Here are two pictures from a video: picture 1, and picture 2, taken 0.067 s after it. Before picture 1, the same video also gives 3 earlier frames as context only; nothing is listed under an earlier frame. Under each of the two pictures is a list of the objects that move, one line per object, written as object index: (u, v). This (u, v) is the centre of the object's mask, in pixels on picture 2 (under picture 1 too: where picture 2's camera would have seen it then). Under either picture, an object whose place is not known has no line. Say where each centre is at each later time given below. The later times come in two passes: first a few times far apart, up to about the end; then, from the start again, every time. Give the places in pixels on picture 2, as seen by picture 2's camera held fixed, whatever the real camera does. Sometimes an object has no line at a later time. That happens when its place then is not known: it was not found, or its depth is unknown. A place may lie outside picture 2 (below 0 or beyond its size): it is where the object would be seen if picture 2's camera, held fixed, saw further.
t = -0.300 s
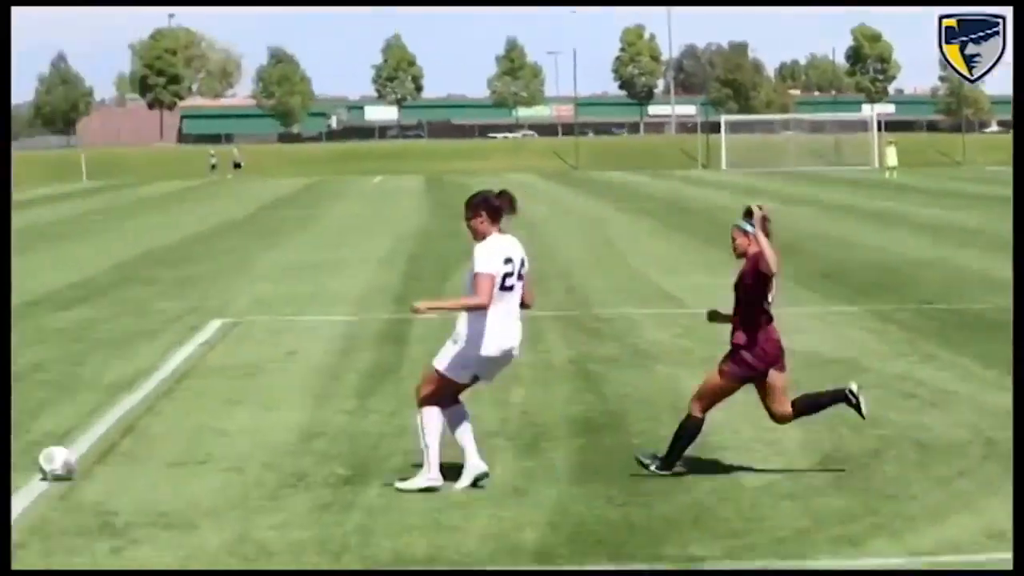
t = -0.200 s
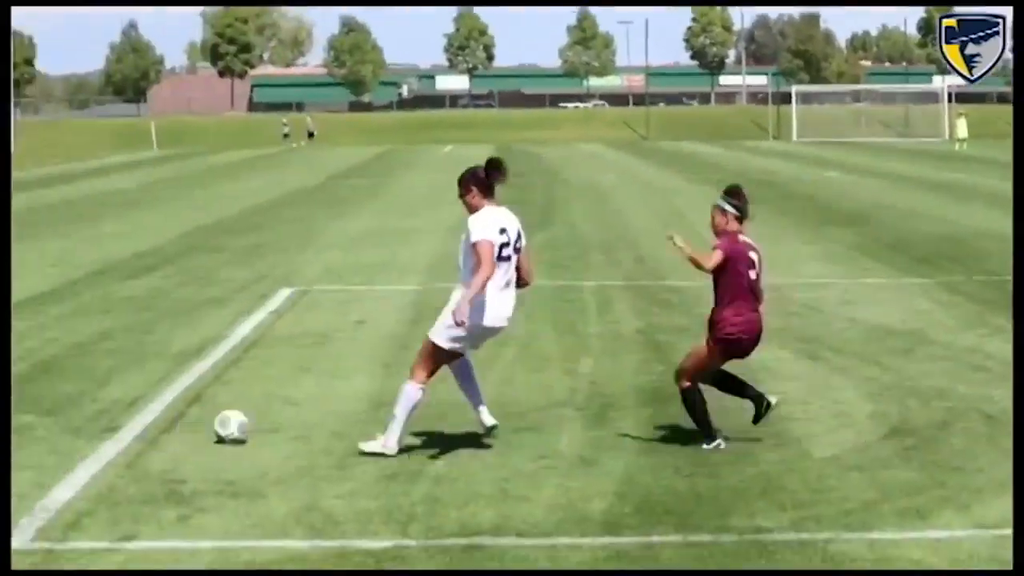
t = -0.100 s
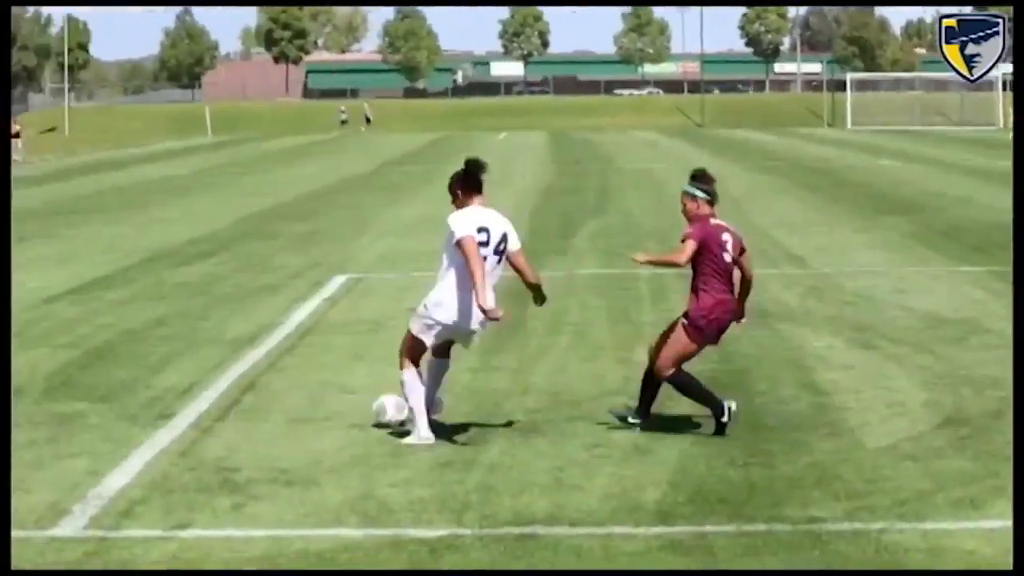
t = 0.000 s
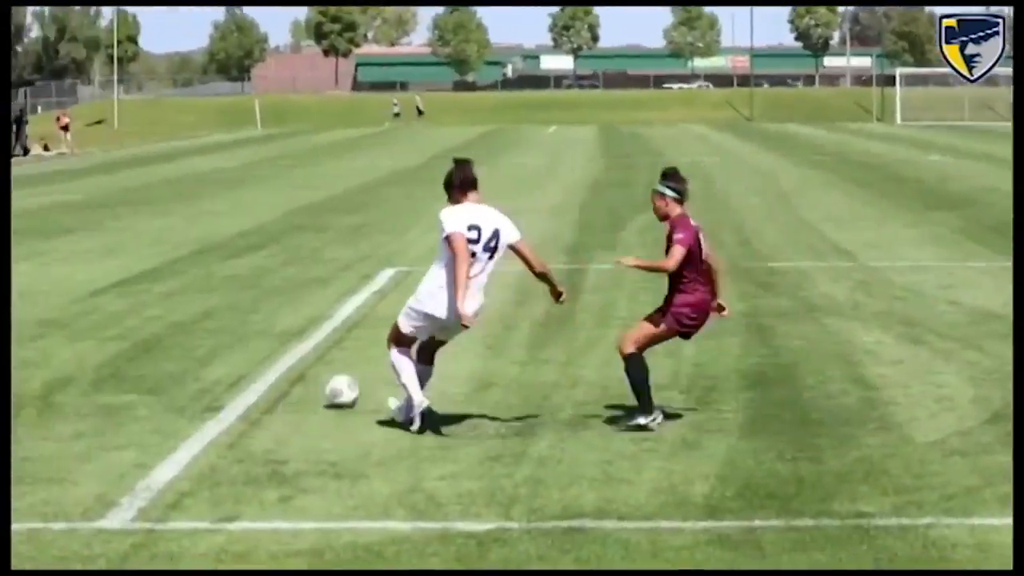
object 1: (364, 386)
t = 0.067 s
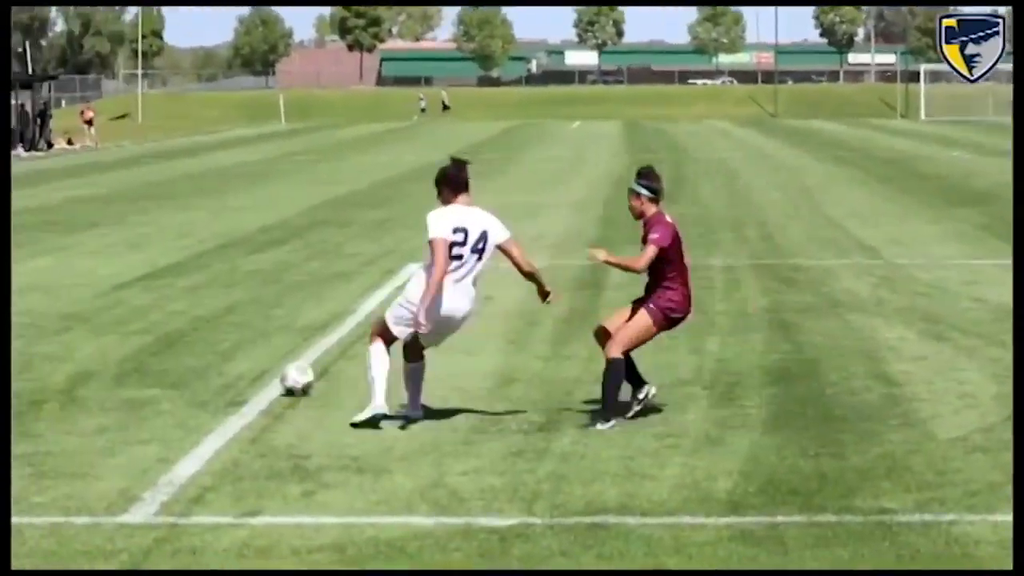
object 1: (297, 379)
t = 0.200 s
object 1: (180, 370)
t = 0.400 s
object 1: (52, 356)
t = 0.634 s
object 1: (-67, 344)
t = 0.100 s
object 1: (265, 377)
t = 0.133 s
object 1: (233, 375)
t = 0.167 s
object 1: (206, 374)
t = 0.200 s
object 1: (180, 370)
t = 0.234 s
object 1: (158, 367)
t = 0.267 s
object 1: (136, 363)
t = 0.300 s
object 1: (114, 361)
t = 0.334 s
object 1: (92, 361)
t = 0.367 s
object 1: (72, 359)
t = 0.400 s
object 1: (52, 356)
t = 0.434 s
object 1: (34, 353)
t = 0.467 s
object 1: (16, 351)
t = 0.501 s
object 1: (-1, 349)
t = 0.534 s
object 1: (-18, 349)
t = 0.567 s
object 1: (-34, 348)
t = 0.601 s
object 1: (-51, 345)
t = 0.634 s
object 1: (-67, 344)
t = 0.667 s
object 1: (-81, 342)
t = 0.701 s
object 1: (-95, 341)
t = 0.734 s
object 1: (-109, 339)
